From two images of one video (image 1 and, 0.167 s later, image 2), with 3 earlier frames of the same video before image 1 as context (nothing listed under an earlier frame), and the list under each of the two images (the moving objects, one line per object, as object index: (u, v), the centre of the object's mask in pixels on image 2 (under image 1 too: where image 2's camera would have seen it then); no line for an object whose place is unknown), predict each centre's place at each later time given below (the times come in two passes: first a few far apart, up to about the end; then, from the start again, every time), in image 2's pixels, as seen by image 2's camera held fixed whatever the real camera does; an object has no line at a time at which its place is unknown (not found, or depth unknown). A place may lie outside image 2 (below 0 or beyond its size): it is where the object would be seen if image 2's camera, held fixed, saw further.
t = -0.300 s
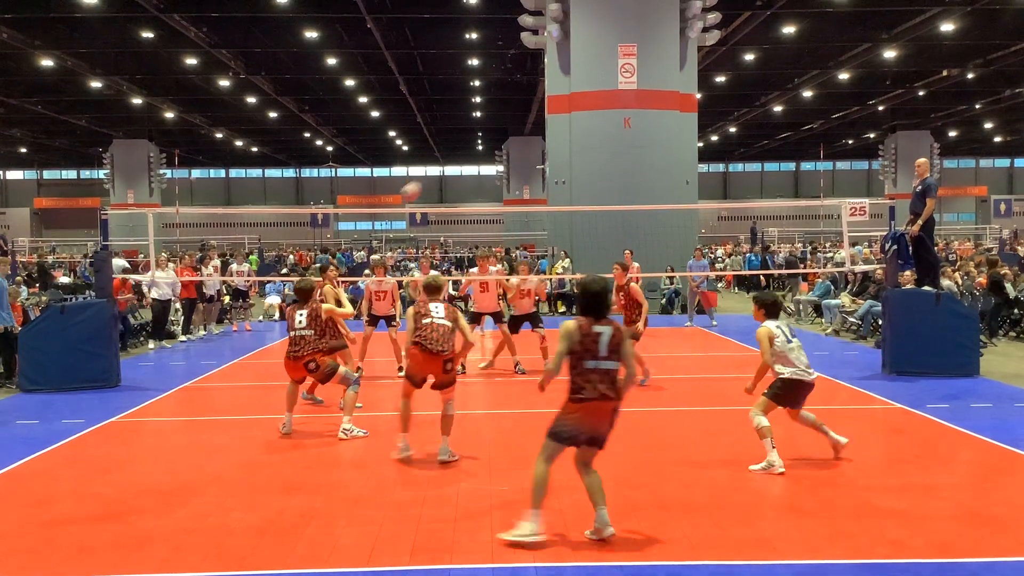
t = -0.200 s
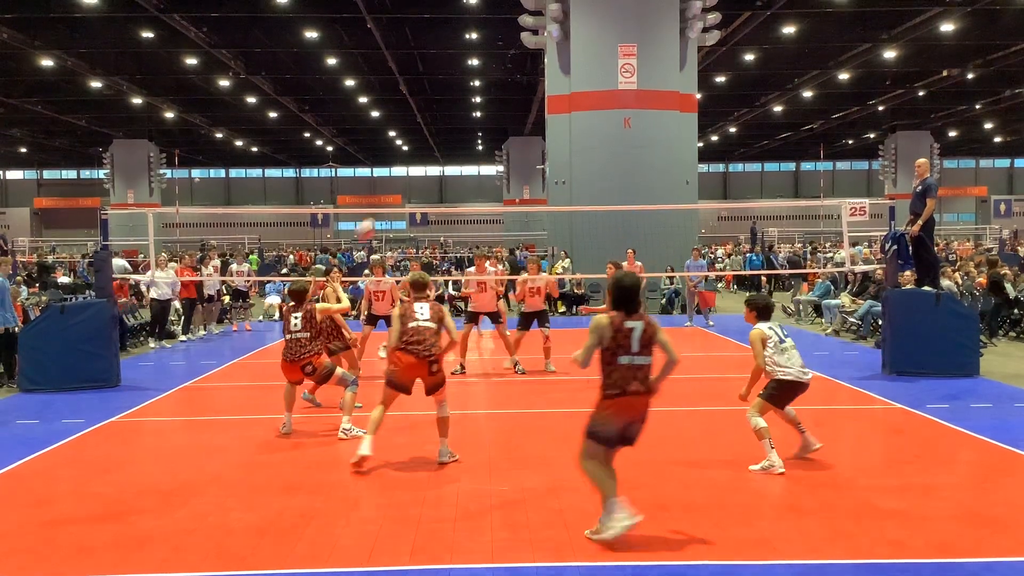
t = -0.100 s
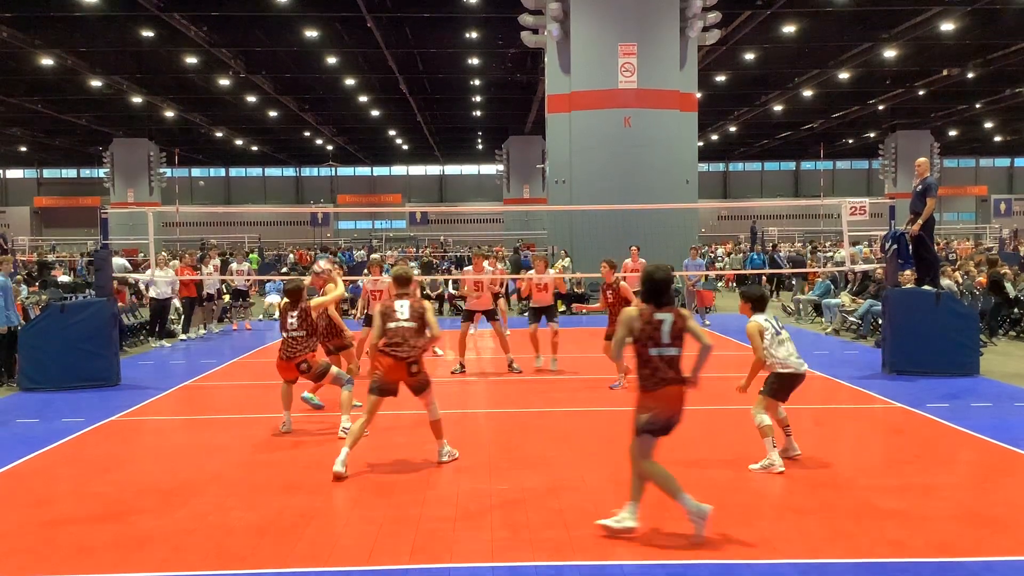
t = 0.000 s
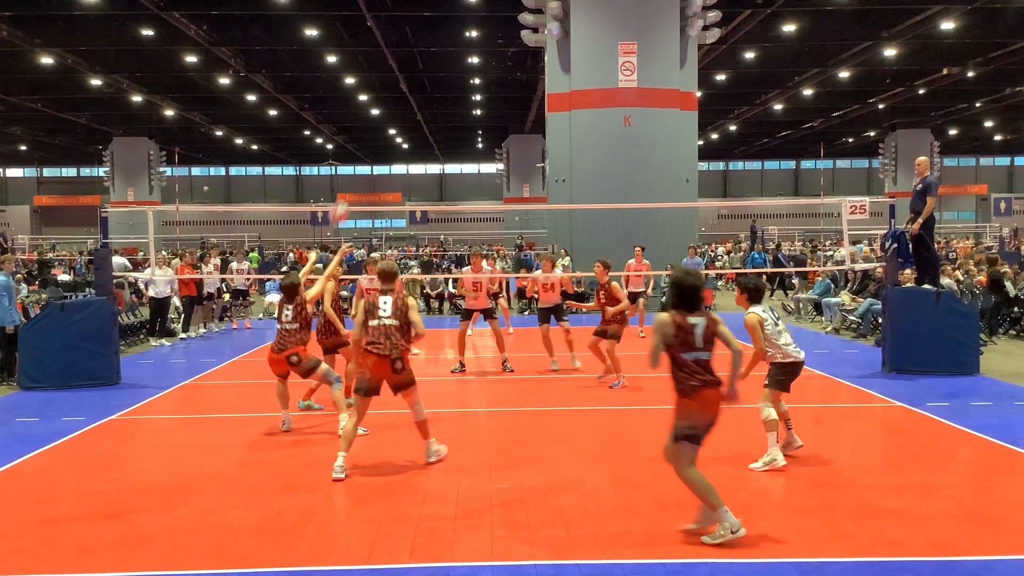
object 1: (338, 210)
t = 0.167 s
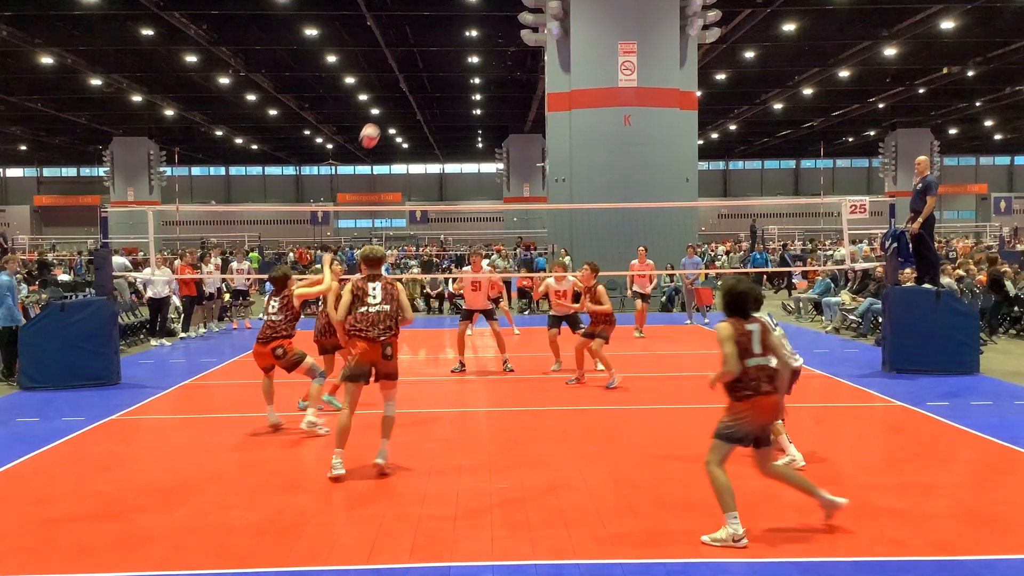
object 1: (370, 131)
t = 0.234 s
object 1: (382, 110)
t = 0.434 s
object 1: (414, 71)
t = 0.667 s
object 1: (449, 67)
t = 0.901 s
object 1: (481, 103)
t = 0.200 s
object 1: (376, 121)
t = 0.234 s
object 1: (382, 110)
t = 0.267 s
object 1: (387, 100)
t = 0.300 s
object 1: (392, 91)
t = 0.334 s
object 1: (397, 84)
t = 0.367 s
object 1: (403, 78)
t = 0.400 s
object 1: (408, 73)
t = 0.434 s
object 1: (414, 71)
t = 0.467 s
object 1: (419, 68)
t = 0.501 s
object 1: (424, 65)
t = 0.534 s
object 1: (429, 64)
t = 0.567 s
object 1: (434, 63)
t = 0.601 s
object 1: (439, 64)
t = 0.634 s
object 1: (444, 65)
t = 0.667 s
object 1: (449, 67)
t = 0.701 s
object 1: (453, 66)
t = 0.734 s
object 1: (459, 74)
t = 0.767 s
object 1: (463, 79)
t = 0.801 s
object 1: (468, 85)
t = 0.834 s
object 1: (473, 91)
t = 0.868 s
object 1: (477, 98)
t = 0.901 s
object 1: (481, 103)
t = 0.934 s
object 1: (486, 112)
